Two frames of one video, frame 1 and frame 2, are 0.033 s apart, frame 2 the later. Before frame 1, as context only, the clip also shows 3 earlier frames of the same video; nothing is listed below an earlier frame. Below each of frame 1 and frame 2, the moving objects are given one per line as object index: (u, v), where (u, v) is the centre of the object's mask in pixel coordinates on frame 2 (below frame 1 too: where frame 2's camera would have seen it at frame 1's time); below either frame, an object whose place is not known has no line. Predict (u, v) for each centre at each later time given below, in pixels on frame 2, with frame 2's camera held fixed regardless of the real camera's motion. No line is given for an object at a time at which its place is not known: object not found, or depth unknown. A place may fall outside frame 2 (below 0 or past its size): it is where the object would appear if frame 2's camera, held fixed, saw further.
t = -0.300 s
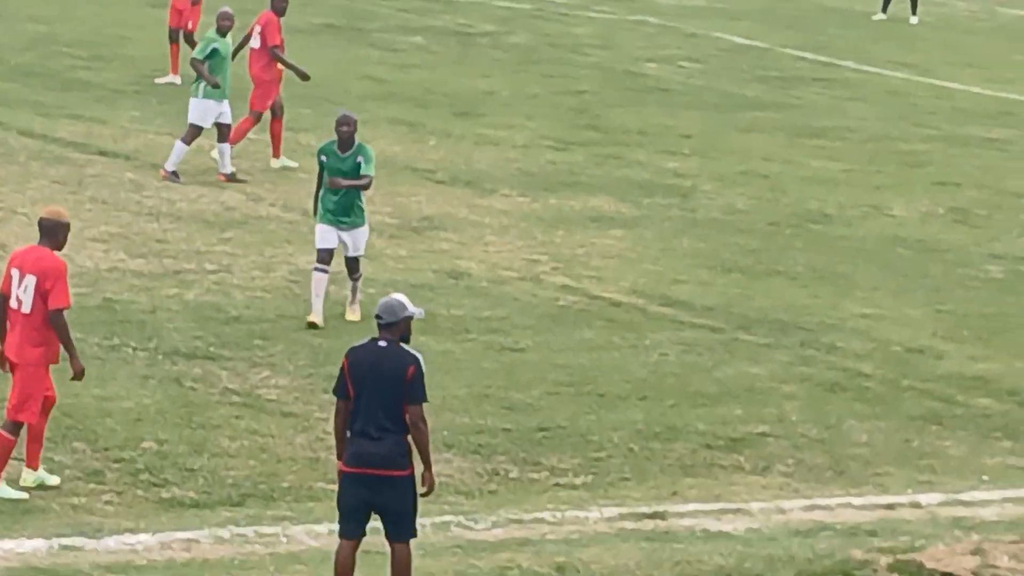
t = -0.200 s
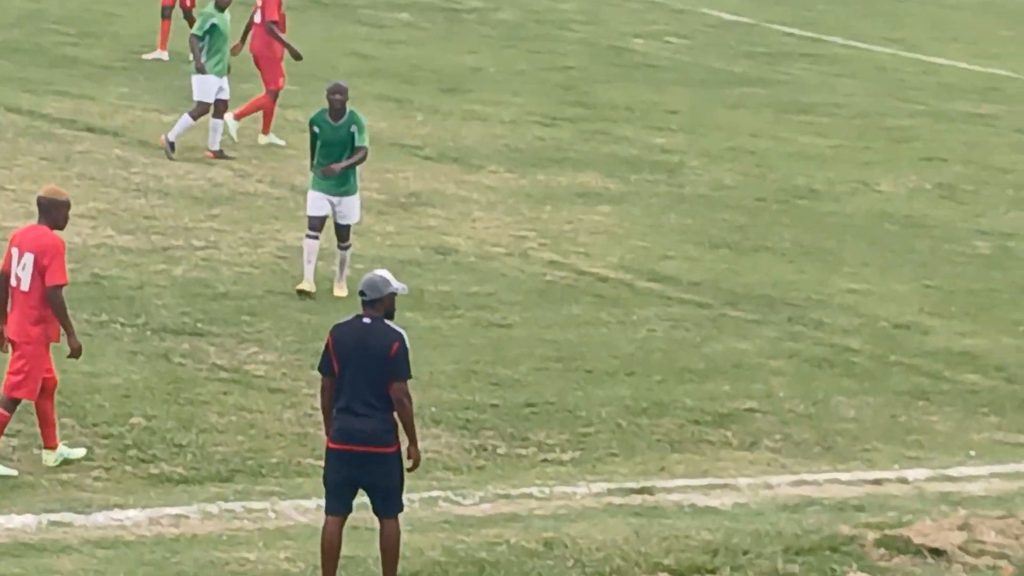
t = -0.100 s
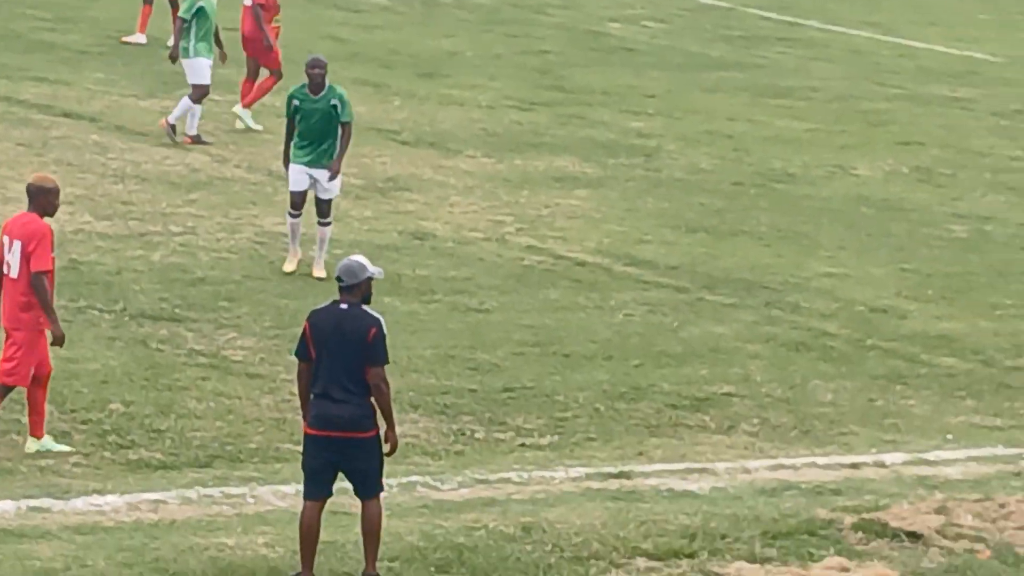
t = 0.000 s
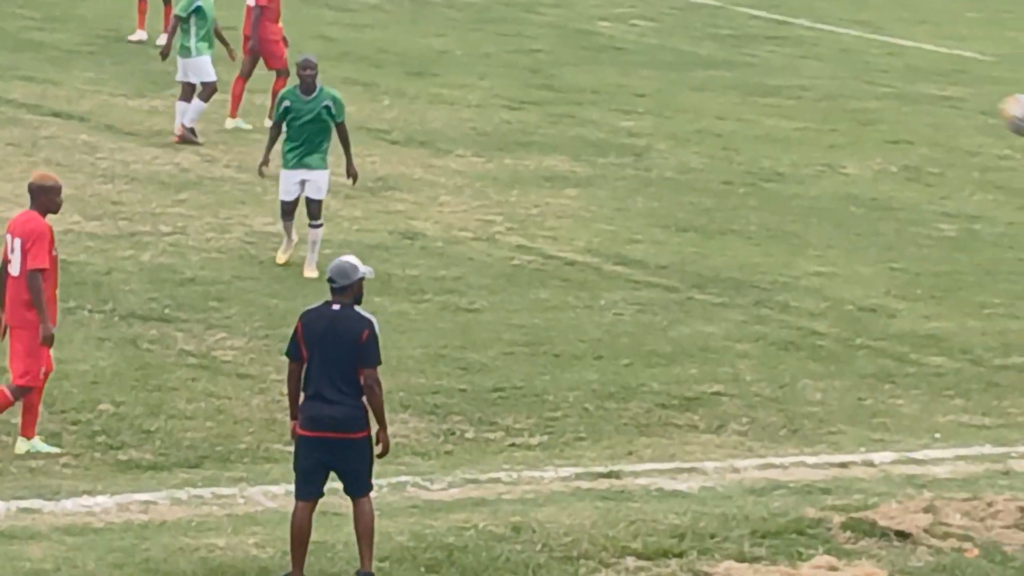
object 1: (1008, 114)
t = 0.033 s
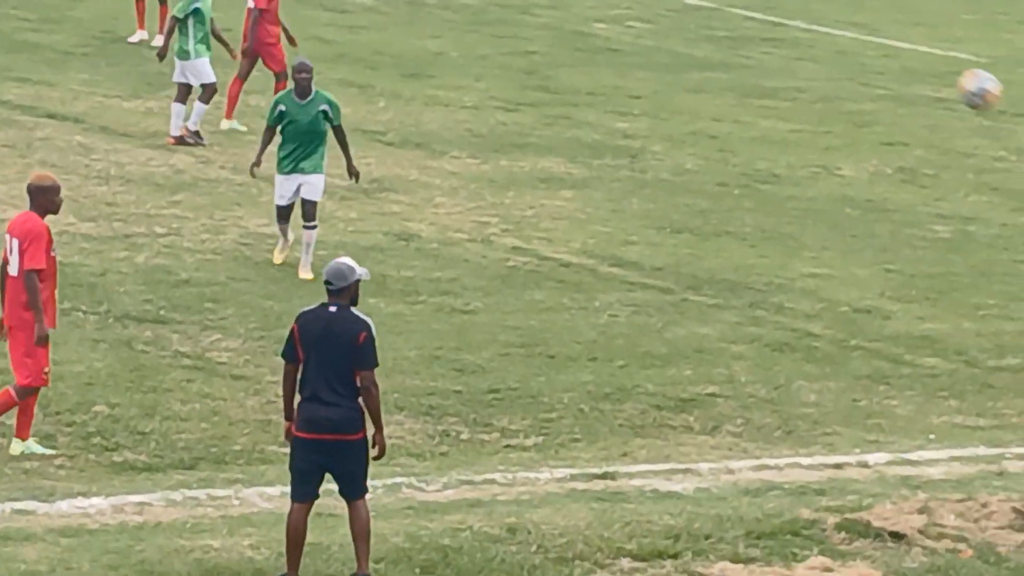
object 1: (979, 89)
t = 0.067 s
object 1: (942, 64)
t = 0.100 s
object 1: (903, 41)
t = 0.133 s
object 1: (866, 18)
